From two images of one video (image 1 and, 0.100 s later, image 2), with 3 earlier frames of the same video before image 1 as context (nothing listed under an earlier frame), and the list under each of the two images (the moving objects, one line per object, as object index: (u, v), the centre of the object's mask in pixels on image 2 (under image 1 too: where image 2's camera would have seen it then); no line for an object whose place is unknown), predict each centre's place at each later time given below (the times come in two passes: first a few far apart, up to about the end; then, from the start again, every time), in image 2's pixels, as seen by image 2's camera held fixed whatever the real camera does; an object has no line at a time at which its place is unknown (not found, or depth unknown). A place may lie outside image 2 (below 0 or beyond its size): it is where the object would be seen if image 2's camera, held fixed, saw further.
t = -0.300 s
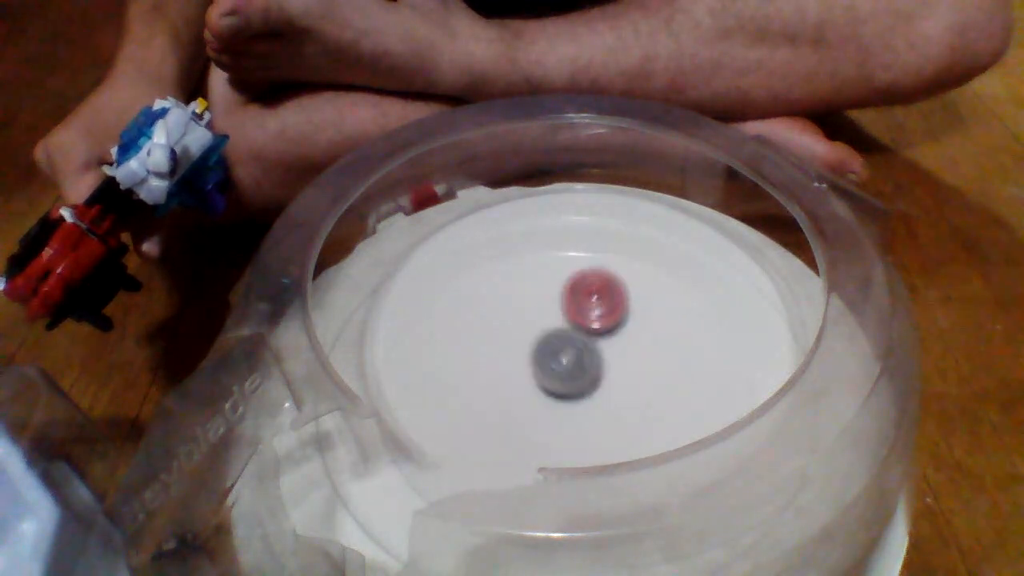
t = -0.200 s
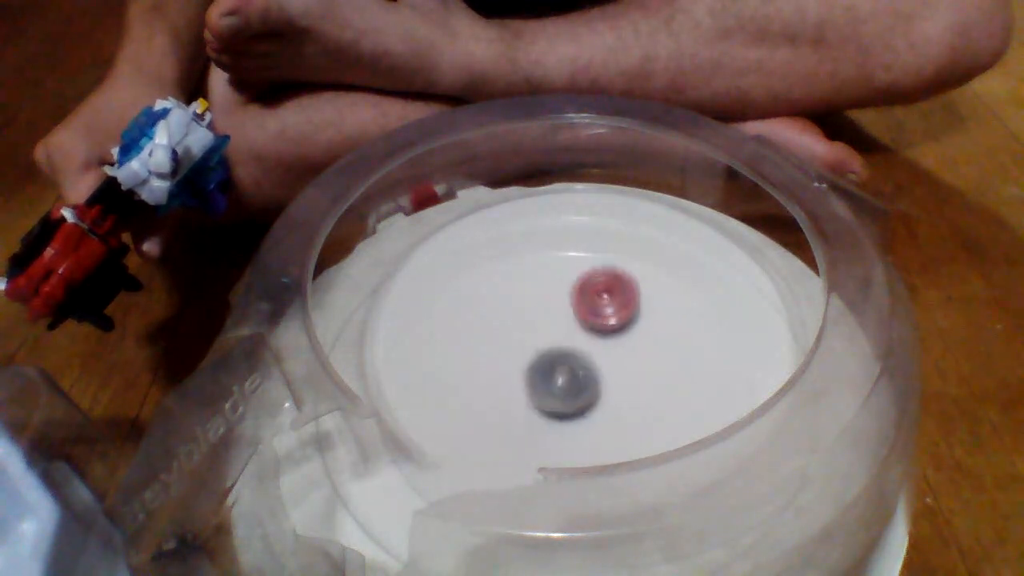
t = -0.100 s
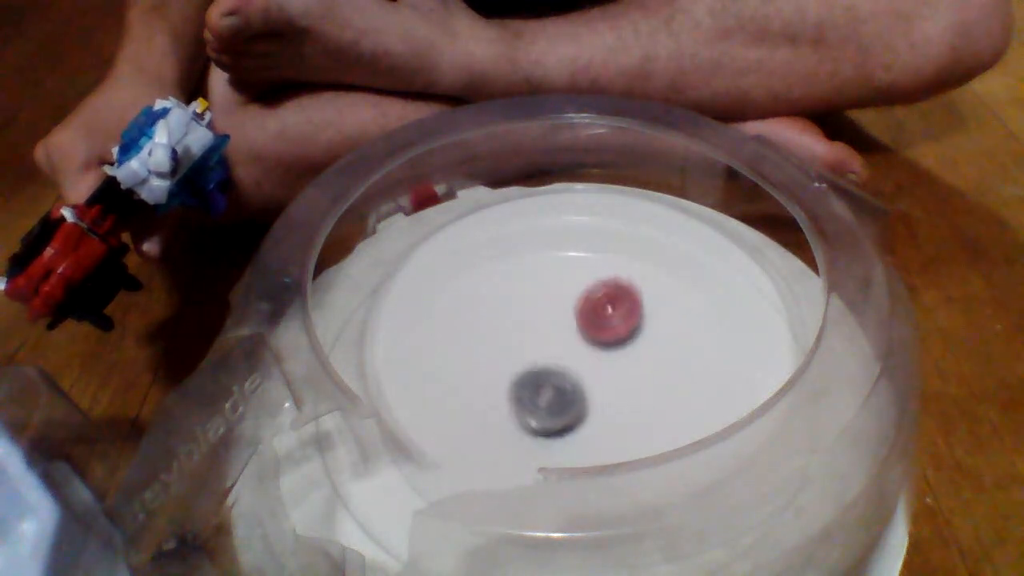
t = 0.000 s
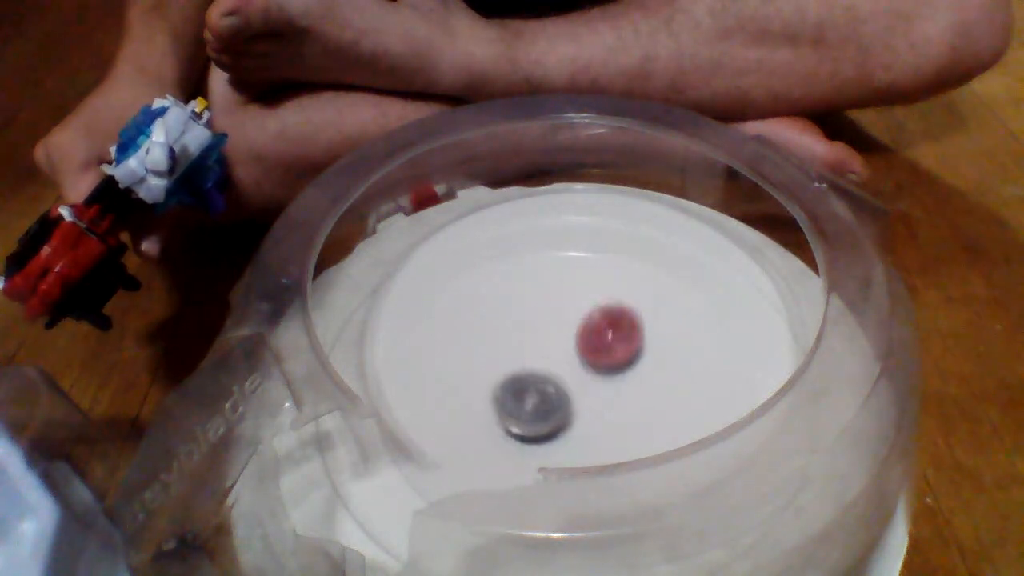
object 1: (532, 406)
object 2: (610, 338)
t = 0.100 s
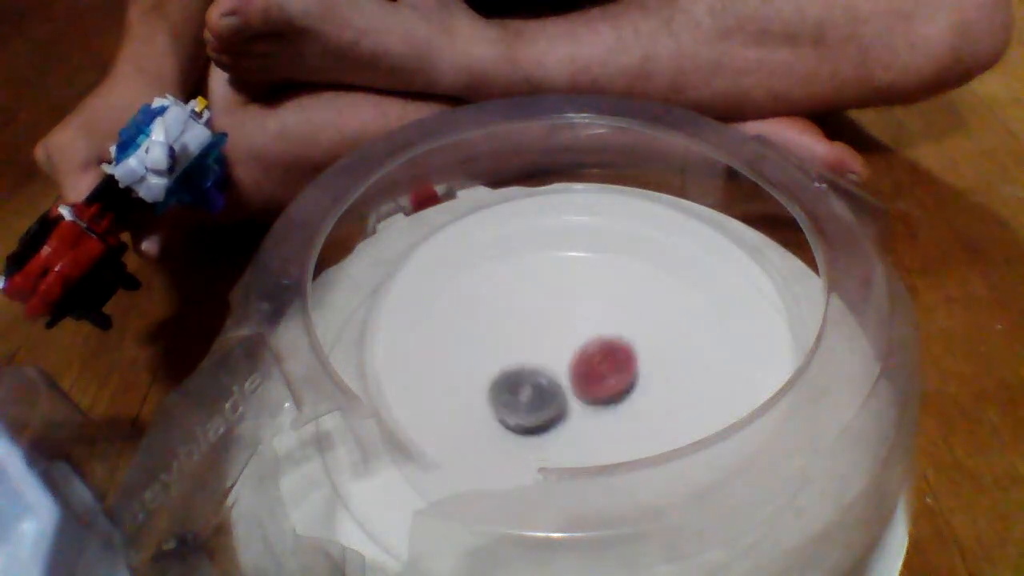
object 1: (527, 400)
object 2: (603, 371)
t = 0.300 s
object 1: (509, 380)
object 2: (631, 398)
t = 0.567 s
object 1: (555, 358)
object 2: (611, 422)
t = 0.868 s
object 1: (564, 332)
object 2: (553, 415)
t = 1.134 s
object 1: (594, 350)
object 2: (510, 376)
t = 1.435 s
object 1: (587, 393)
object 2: (543, 343)
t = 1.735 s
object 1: (583, 418)
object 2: (611, 354)
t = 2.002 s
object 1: (545, 432)
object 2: (637, 360)
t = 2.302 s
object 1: (543, 412)
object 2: (591, 368)
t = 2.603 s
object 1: (545, 402)
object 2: (603, 352)
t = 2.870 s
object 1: (527, 389)
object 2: (598, 370)
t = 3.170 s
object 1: (534, 389)
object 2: (603, 369)
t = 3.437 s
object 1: (534, 389)
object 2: (604, 371)
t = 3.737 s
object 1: (533, 390)
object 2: (583, 360)
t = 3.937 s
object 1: (533, 390)
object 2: (582, 361)
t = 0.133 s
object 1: (528, 396)
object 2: (602, 380)
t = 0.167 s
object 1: (518, 394)
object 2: (613, 385)
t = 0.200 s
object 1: (510, 392)
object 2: (623, 388)
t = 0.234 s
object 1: (507, 389)
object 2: (627, 391)
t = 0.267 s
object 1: (506, 384)
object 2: (630, 394)
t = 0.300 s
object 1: (509, 380)
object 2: (631, 398)
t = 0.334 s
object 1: (516, 378)
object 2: (630, 401)
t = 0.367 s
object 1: (525, 376)
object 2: (628, 402)
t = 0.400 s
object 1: (534, 376)
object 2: (624, 404)
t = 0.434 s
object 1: (542, 375)
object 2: (621, 406)
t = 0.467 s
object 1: (551, 375)
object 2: (615, 407)
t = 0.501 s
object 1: (558, 372)
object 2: (612, 409)
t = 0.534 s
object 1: (557, 365)
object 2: (613, 417)
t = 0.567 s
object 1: (555, 358)
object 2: (611, 422)
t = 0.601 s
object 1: (556, 353)
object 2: (607, 425)
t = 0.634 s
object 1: (557, 349)
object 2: (601, 427)
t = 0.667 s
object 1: (559, 344)
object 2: (596, 428)
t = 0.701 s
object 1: (560, 340)
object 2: (589, 428)
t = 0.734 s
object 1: (560, 337)
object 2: (583, 427)
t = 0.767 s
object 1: (560, 333)
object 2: (576, 426)
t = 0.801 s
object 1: (561, 331)
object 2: (568, 424)
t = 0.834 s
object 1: (563, 331)
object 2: (561, 419)
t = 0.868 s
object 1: (564, 332)
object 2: (553, 415)
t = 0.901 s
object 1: (565, 337)
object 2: (545, 410)
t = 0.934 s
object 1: (567, 342)
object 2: (539, 404)
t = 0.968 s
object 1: (568, 347)
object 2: (532, 399)
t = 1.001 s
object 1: (572, 349)
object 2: (524, 396)
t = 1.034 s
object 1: (575, 350)
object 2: (519, 392)
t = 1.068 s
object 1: (580, 351)
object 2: (515, 386)
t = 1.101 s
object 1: (587, 349)
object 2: (512, 381)
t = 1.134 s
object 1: (594, 350)
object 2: (510, 376)
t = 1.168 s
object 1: (598, 353)
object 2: (510, 371)
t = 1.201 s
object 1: (602, 357)
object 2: (511, 366)
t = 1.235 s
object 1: (604, 360)
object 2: (513, 361)
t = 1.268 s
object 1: (602, 367)
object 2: (516, 356)
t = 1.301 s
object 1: (600, 373)
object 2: (520, 353)
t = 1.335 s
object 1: (599, 377)
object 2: (525, 350)
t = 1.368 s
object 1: (594, 382)
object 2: (530, 348)
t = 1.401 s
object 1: (590, 389)
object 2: (536, 345)
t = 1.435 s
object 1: (587, 393)
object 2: (543, 343)
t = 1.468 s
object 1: (583, 400)
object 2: (552, 342)
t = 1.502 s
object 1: (582, 406)
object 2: (561, 342)
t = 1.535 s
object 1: (580, 408)
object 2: (569, 343)
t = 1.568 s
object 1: (579, 410)
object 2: (577, 344)
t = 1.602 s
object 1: (579, 412)
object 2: (584, 346)
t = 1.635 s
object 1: (578, 413)
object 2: (592, 348)
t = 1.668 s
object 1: (580, 414)
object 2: (598, 351)
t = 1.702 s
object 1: (582, 413)
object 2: (604, 352)
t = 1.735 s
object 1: (583, 418)
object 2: (611, 354)
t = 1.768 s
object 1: (586, 421)
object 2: (616, 354)
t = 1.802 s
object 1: (584, 421)
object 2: (619, 357)
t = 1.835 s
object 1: (581, 422)
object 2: (621, 361)
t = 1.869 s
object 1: (578, 423)
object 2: (621, 365)
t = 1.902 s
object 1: (577, 421)
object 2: (622, 369)
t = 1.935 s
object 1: (568, 425)
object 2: (628, 368)
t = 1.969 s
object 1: (553, 432)
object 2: (635, 362)
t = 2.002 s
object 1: (545, 432)
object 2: (637, 360)
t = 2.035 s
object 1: (539, 432)
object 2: (637, 360)
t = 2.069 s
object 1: (534, 432)
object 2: (636, 360)
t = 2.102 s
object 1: (533, 431)
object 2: (631, 362)
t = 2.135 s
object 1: (531, 430)
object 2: (627, 363)
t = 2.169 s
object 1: (533, 428)
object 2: (619, 366)
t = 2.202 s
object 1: (537, 426)
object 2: (612, 367)
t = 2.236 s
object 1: (540, 420)
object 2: (603, 369)
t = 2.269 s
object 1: (543, 417)
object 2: (596, 370)
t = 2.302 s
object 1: (543, 412)
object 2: (591, 368)
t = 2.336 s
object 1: (536, 414)
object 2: (595, 361)
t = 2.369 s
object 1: (529, 414)
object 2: (597, 359)
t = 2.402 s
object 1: (527, 414)
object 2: (598, 358)
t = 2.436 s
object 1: (529, 415)
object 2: (596, 356)
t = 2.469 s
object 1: (531, 413)
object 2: (595, 353)
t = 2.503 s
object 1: (535, 410)
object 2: (593, 350)
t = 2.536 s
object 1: (536, 408)
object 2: (595, 349)
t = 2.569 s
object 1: (542, 407)
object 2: (600, 349)
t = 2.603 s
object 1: (545, 402)
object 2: (603, 352)
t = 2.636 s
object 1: (545, 398)
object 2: (602, 355)
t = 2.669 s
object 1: (545, 396)
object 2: (603, 356)
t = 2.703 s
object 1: (542, 393)
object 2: (603, 358)
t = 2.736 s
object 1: (541, 392)
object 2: (602, 360)
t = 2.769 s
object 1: (535, 391)
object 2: (606, 361)
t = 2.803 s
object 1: (528, 390)
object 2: (609, 364)
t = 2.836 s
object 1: (526, 389)
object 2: (605, 367)
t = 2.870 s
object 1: (527, 389)
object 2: (598, 370)
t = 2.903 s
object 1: (527, 388)
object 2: (592, 370)
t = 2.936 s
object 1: (523, 390)
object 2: (595, 367)
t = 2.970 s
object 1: (519, 389)
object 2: (596, 366)
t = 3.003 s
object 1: (516, 388)
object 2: (599, 365)
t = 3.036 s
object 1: (516, 387)
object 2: (599, 365)
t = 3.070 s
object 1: (519, 387)
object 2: (601, 363)
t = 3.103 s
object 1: (522, 389)
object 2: (602, 365)
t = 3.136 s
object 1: (528, 390)
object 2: (602, 366)
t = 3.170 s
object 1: (534, 389)
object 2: (603, 369)
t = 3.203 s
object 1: (536, 389)
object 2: (604, 371)
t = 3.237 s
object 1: (535, 389)
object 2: (608, 370)
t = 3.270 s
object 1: (536, 389)
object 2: (610, 369)
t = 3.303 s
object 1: (536, 389)
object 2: (612, 370)
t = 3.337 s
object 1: (536, 389)
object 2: (611, 370)
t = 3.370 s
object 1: (535, 389)
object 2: (608, 370)
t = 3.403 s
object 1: (534, 389)
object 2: (606, 371)
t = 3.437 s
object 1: (534, 389)
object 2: (604, 371)
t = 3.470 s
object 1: (534, 389)
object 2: (601, 372)
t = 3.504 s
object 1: (533, 389)
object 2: (598, 372)
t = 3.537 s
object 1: (534, 389)
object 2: (595, 371)
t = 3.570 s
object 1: (534, 389)
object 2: (591, 369)
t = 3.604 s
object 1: (534, 389)
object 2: (589, 367)
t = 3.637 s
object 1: (534, 389)
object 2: (587, 365)
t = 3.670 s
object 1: (534, 389)
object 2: (586, 364)
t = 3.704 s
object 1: (534, 389)
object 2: (584, 362)
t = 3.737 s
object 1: (533, 390)
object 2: (583, 360)
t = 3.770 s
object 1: (534, 389)
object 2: (583, 360)
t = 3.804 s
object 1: (534, 389)
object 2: (583, 361)
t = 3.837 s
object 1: (534, 389)
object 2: (584, 362)
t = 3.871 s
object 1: (534, 389)
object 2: (583, 362)
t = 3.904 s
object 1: (533, 390)
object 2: (583, 362)
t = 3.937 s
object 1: (533, 390)
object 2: (582, 361)
